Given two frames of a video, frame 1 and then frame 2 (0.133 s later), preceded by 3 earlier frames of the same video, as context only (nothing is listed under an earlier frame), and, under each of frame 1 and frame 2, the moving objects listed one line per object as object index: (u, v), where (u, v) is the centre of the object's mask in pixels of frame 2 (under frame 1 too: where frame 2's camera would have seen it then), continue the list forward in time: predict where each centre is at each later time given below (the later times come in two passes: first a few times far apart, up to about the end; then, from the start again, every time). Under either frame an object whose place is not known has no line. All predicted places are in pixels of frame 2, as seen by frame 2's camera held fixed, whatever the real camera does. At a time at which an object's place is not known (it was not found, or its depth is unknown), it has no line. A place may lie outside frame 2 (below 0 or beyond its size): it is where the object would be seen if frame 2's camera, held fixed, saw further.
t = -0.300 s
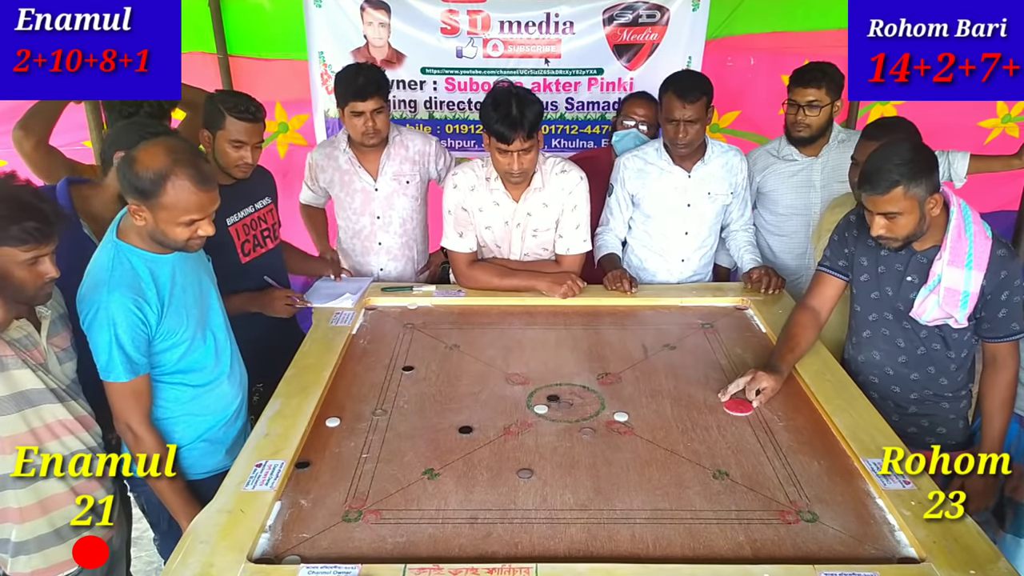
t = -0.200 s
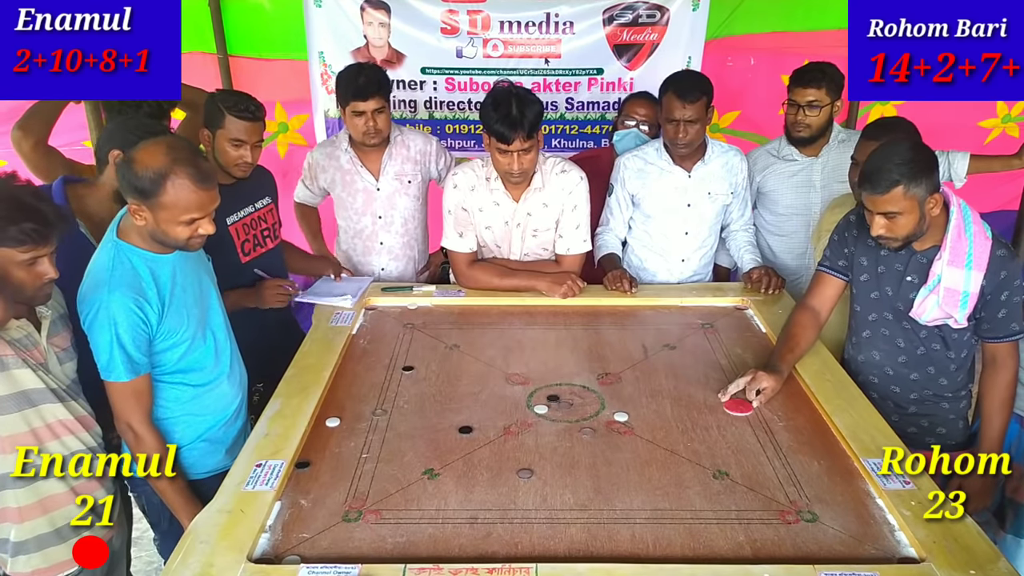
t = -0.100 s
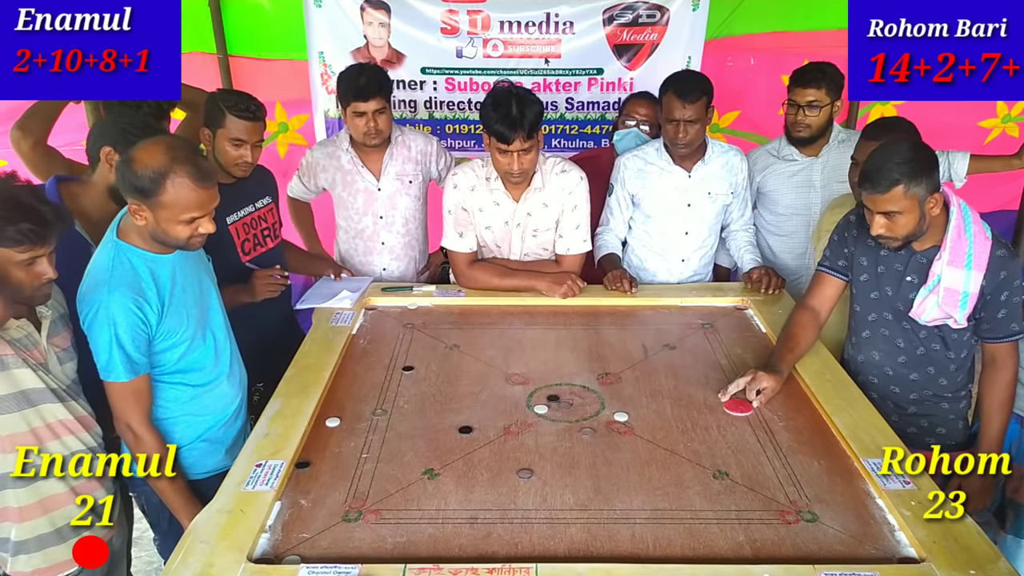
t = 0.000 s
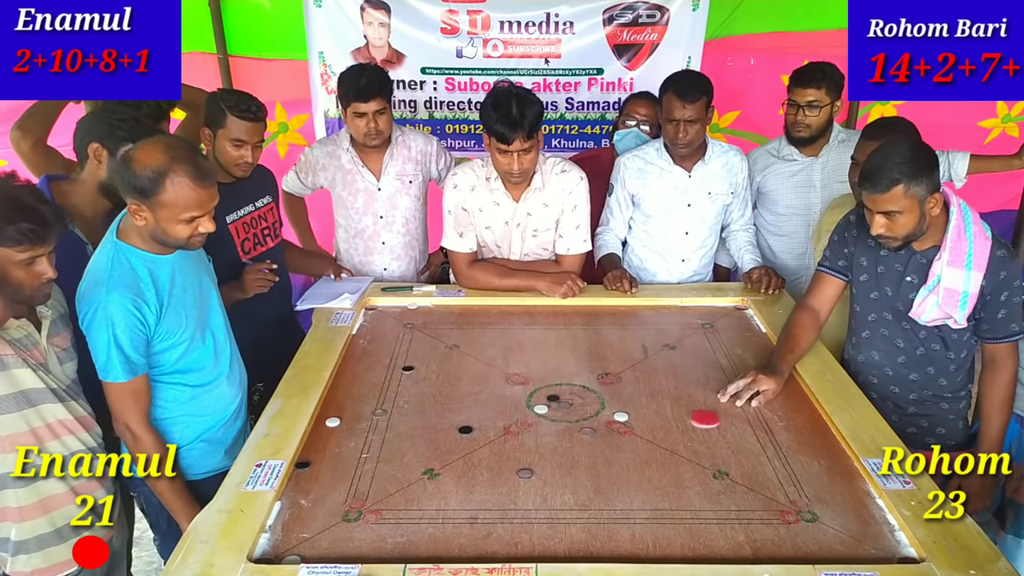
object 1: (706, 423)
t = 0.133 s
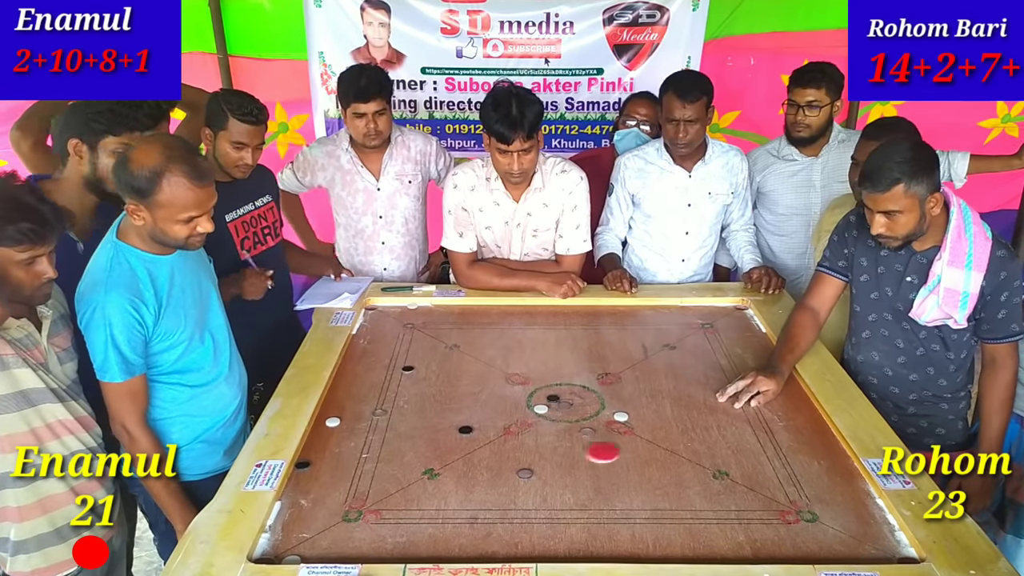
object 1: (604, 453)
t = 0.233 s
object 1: (529, 477)
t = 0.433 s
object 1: (410, 521)
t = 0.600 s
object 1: (318, 552)
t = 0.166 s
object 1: (576, 461)
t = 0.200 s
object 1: (549, 470)
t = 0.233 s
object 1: (529, 477)
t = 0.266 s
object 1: (508, 484)
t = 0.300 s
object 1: (488, 492)
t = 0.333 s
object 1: (468, 499)
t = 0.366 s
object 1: (449, 506)
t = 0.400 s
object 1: (429, 513)
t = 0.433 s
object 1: (410, 521)
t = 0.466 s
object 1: (390, 527)
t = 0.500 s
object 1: (371, 534)
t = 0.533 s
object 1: (353, 541)
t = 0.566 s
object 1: (335, 547)
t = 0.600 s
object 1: (318, 552)
